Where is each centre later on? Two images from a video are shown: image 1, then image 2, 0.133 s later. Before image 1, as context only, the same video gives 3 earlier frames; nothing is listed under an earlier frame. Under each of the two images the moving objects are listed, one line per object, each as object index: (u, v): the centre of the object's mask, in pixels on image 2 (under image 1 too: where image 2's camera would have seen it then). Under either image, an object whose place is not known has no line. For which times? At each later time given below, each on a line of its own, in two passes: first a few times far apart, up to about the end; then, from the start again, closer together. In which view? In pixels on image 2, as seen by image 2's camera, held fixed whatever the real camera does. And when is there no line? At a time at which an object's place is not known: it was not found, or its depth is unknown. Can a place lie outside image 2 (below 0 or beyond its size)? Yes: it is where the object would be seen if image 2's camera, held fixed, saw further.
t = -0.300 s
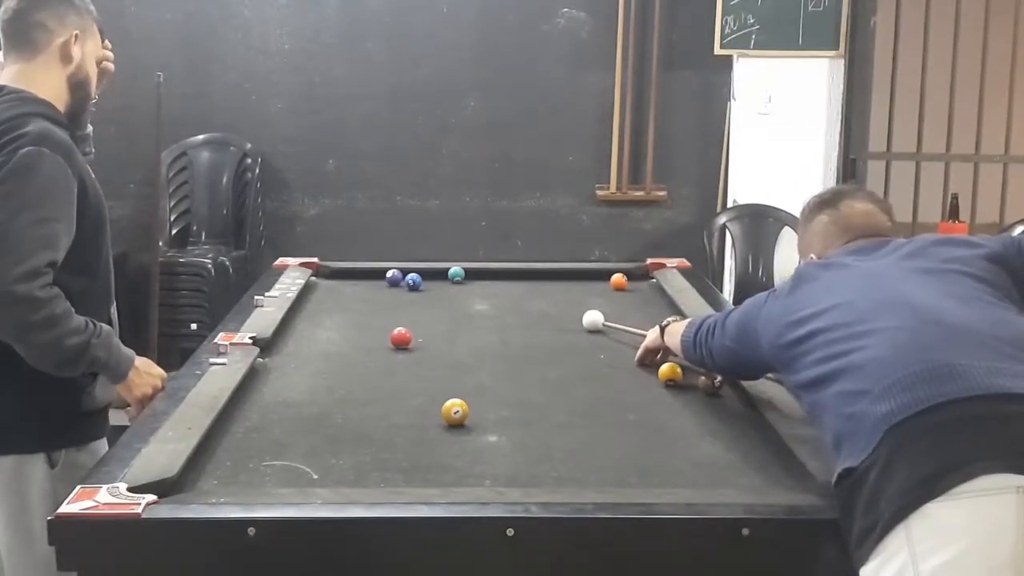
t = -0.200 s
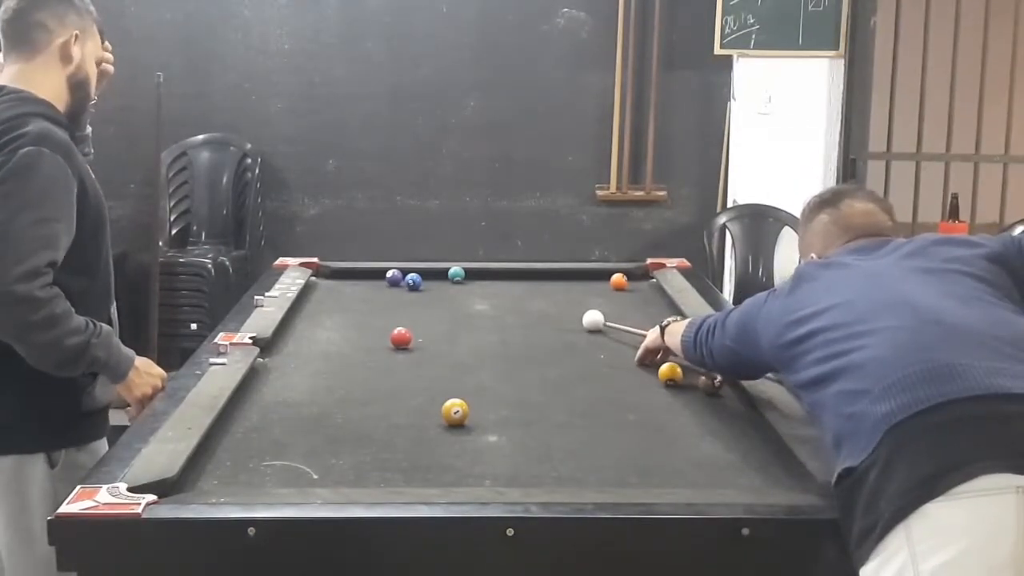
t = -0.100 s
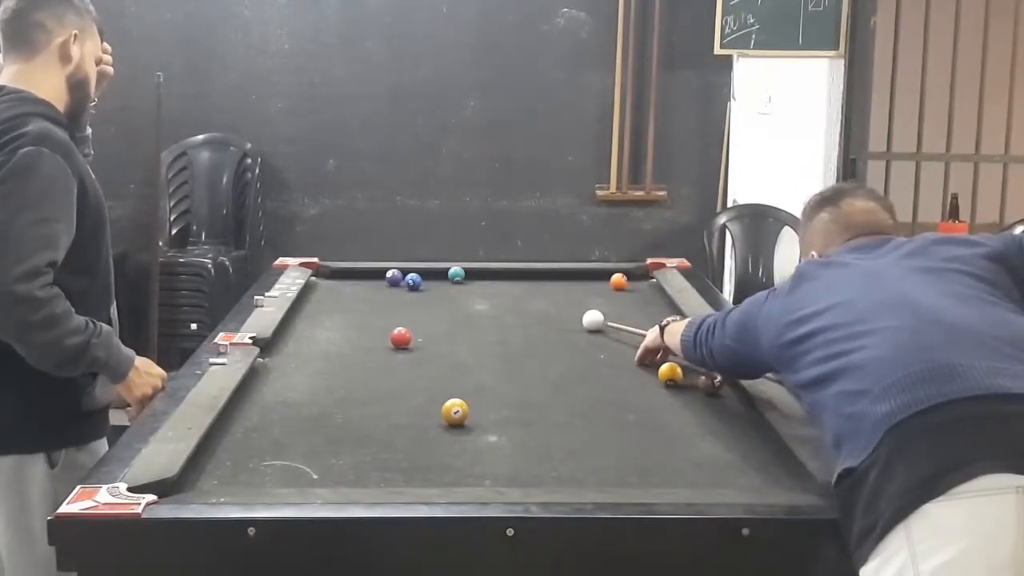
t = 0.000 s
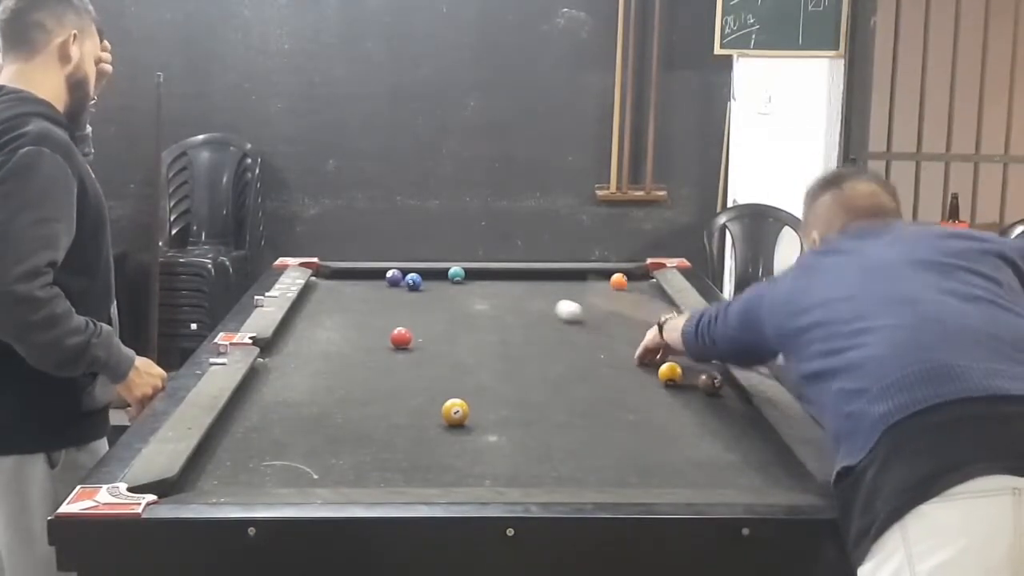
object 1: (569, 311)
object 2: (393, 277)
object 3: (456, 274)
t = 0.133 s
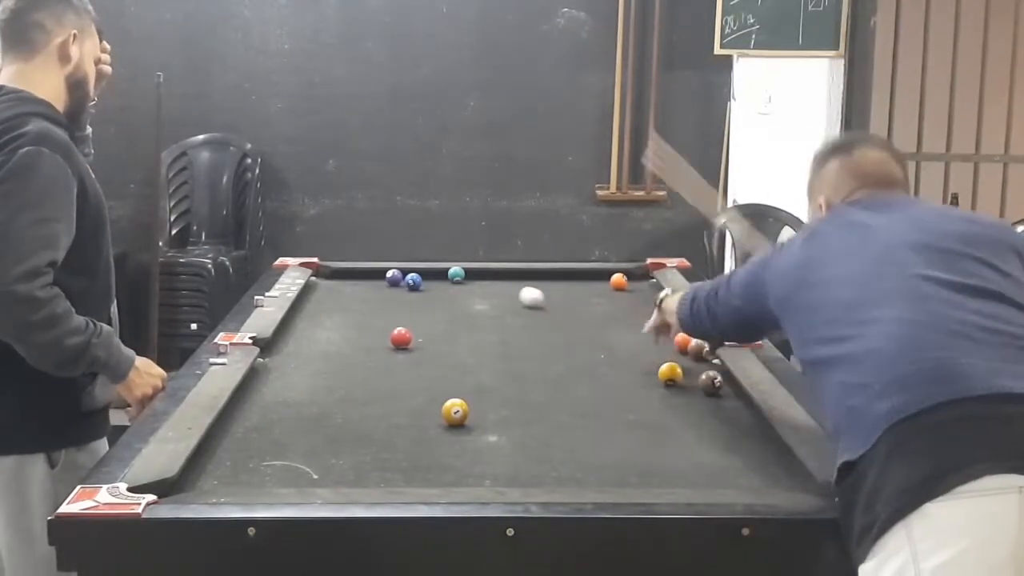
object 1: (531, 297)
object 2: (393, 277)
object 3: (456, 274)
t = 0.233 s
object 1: (507, 288)
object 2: (393, 277)
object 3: (456, 274)
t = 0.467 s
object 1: (475, 274)
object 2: (393, 277)
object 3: (437, 274)
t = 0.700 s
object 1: (478, 282)
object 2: (387, 277)
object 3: (407, 275)
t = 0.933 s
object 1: (480, 291)
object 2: (368, 277)
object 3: (400, 279)
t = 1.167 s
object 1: (481, 299)
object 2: (350, 277)
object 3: (393, 281)
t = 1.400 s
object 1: (482, 308)
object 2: (334, 277)
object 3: (387, 281)
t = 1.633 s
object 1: (484, 316)
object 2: (321, 277)
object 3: (384, 282)
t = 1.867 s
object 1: (485, 325)
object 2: (327, 277)
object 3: (381, 283)
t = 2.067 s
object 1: (486, 332)
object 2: (331, 277)
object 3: (379, 283)
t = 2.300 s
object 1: (487, 341)
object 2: (334, 277)
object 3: (379, 283)
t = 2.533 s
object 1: (487, 350)
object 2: (334, 277)
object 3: (379, 283)
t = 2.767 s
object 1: (487, 358)
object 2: (333, 277)
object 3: (379, 283)
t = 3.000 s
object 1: (487, 366)
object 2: (334, 277)
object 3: (378, 283)
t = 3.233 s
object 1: (486, 373)
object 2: (334, 277)
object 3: (378, 284)
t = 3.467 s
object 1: (486, 379)
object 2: (334, 277)
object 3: (378, 283)
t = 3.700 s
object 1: (485, 386)
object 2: (334, 277)
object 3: (378, 284)
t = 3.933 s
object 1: (484, 391)
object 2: (334, 277)
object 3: (378, 284)
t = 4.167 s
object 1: (482, 395)
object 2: (334, 277)
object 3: (378, 284)
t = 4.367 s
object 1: (480, 398)
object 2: (334, 277)
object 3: (378, 283)
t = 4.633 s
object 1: (479, 401)
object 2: (334, 277)
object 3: (378, 284)
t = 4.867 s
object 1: (479, 403)
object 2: (334, 277)
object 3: (378, 284)
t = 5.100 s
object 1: (480, 404)
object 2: (334, 277)
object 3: (378, 284)
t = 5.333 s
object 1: (480, 405)
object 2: (334, 277)
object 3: (378, 284)
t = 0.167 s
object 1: (523, 294)
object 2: (393, 277)
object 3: (456, 274)
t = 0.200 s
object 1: (515, 291)
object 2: (393, 277)
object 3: (456, 274)
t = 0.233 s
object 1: (507, 288)
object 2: (393, 277)
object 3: (456, 274)
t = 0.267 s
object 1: (499, 285)
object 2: (393, 277)
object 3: (456, 274)
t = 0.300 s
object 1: (491, 282)
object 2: (393, 277)
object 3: (456, 274)
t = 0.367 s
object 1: (477, 276)
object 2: (393, 277)
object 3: (456, 274)
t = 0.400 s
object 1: (473, 274)
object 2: (393, 277)
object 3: (451, 273)
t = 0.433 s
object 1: (474, 273)
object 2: (393, 277)
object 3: (442, 274)
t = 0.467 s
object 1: (475, 274)
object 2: (393, 277)
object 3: (437, 274)
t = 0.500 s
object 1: (476, 276)
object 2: (393, 277)
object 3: (432, 275)
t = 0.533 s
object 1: (477, 277)
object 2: (393, 277)
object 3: (427, 275)
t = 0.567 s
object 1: (477, 278)
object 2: (393, 277)
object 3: (424, 275)
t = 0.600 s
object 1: (477, 279)
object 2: (393, 277)
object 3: (419, 274)
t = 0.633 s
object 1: (477, 280)
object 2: (393, 277)
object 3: (412, 272)
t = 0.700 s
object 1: (478, 282)
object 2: (387, 277)
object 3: (407, 275)
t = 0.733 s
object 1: (478, 284)
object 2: (384, 277)
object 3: (405, 277)
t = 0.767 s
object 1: (478, 285)
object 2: (381, 277)
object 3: (404, 277)
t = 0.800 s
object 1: (478, 286)
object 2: (379, 277)
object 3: (403, 277)
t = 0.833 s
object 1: (479, 287)
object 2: (376, 277)
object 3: (402, 278)
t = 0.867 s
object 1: (479, 288)
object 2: (373, 277)
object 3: (401, 278)
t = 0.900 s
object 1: (479, 290)
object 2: (370, 277)
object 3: (400, 279)
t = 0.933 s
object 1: (480, 291)
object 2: (368, 277)
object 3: (400, 279)
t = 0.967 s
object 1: (480, 292)
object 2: (365, 277)
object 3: (399, 280)
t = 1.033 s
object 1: (480, 294)
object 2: (360, 277)
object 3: (396, 280)
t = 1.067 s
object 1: (481, 295)
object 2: (358, 276)
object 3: (395, 280)
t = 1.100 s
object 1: (481, 297)
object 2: (355, 276)
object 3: (394, 280)
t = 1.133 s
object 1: (481, 298)
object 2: (352, 277)
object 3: (394, 280)
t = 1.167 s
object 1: (481, 299)
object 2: (350, 277)
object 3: (393, 281)
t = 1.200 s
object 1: (481, 300)
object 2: (348, 277)
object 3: (392, 281)
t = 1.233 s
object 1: (482, 302)
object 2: (345, 277)
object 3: (391, 281)
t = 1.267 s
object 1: (482, 303)
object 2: (343, 277)
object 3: (390, 281)
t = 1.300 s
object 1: (482, 304)
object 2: (341, 277)
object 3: (390, 281)
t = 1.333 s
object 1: (482, 305)
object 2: (339, 276)
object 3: (389, 281)
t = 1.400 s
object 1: (482, 308)
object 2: (334, 277)
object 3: (387, 281)
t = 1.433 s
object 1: (483, 309)
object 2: (332, 277)
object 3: (387, 282)
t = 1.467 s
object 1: (483, 310)
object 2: (330, 277)
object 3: (386, 282)
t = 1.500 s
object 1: (483, 312)
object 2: (328, 277)
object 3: (386, 282)
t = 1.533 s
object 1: (483, 313)
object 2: (326, 277)
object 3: (385, 282)
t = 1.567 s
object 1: (483, 314)
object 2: (324, 277)
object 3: (384, 282)
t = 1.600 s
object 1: (484, 315)
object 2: (322, 277)
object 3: (383, 282)
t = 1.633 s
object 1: (484, 316)
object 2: (321, 277)
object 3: (384, 282)
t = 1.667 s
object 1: (484, 317)
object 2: (321, 277)
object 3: (384, 282)
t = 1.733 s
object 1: (485, 319)
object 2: (324, 277)
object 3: (384, 282)
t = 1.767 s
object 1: (485, 320)
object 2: (325, 277)
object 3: (384, 282)
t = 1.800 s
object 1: (485, 322)
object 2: (326, 277)
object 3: (383, 282)
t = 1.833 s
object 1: (485, 324)
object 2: (327, 277)
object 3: (382, 282)
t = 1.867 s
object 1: (485, 325)
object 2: (327, 277)
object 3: (381, 283)
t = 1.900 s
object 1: (485, 326)
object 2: (327, 277)
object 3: (381, 283)
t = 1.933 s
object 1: (485, 328)
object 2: (328, 277)
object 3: (380, 283)
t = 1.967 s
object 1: (485, 329)
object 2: (328, 277)
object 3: (379, 283)
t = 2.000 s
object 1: (486, 330)
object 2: (329, 277)
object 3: (379, 283)
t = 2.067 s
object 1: (486, 332)
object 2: (331, 277)
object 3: (379, 283)
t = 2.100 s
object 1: (486, 334)
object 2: (331, 277)
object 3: (379, 283)
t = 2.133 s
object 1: (486, 335)
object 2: (332, 277)
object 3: (379, 283)
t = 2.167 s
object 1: (486, 336)
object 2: (332, 277)
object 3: (379, 283)
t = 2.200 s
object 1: (486, 338)
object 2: (333, 277)
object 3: (379, 283)
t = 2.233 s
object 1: (486, 339)
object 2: (333, 277)
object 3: (379, 283)
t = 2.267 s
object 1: (486, 340)
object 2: (333, 277)
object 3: (379, 283)
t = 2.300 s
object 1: (487, 341)
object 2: (334, 277)
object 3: (379, 283)
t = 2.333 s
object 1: (486, 342)
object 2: (334, 277)
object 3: (379, 283)
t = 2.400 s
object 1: (487, 345)
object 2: (334, 277)
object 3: (379, 283)
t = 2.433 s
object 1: (487, 346)
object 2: (334, 277)
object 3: (379, 283)
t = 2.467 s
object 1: (487, 347)
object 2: (334, 277)
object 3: (379, 283)
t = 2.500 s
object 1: (487, 349)
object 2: (334, 277)
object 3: (379, 283)
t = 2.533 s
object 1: (487, 350)
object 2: (334, 277)
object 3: (379, 283)
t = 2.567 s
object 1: (487, 351)
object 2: (333, 277)
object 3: (379, 283)
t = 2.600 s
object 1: (487, 352)
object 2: (334, 277)
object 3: (379, 283)
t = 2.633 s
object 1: (487, 353)
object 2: (333, 277)
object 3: (379, 283)
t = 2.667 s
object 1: (487, 355)
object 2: (333, 277)
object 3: (379, 283)
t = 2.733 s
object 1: (487, 357)
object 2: (333, 277)
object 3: (379, 283)
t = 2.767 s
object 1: (487, 358)
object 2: (333, 277)
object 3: (379, 283)
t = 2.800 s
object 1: (487, 359)
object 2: (333, 277)
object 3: (378, 283)
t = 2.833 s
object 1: (487, 360)
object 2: (333, 277)
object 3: (378, 283)
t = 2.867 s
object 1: (487, 361)
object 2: (333, 277)
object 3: (378, 283)
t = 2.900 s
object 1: (487, 362)
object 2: (333, 277)
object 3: (378, 283)
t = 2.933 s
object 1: (487, 364)
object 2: (333, 277)
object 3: (379, 283)
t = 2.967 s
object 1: (487, 365)
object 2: (333, 277)
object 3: (379, 283)
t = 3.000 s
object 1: (487, 366)
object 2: (334, 277)
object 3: (378, 283)
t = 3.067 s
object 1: (487, 368)
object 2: (334, 277)
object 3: (378, 284)
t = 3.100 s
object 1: (487, 369)
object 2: (334, 277)
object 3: (378, 283)
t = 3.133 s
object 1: (487, 370)
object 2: (334, 277)
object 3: (378, 284)
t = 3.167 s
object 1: (486, 371)
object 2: (334, 277)
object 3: (378, 283)
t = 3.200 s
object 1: (486, 372)
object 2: (334, 277)
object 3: (378, 284)
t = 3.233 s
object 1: (486, 373)
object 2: (334, 277)
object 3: (378, 284)
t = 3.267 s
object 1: (486, 374)
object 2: (334, 277)
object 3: (378, 284)
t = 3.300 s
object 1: (486, 375)
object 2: (334, 277)
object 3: (378, 284)
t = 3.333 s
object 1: (486, 376)
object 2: (334, 277)
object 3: (378, 284)
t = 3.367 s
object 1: (486, 377)
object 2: (334, 277)
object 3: (378, 284)
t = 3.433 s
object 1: (486, 379)
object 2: (334, 277)
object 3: (378, 283)
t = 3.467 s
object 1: (486, 379)
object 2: (334, 277)
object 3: (378, 283)
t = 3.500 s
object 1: (486, 380)
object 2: (334, 277)
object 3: (378, 284)
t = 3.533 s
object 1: (486, 381)
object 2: (334, 277)
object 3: (378, 283)
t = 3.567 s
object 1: (485, 382)
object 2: (334, 277)
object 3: (378, 284)
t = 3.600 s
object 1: (485, 383)
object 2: (334, 277)
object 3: (378, 284)
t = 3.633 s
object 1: (485, 384)
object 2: (334, 277)
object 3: (378, 284)
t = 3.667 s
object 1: (485, 385)
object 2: (334, 277)
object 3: (378, 284)
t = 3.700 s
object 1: (485, 386)
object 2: (334, 277)
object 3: (378, 284)
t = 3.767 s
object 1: (485, 387)
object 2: (334, 277)
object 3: (378, 283)
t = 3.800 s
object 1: (485, 388)
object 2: (334, 277)
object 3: (378, 284)
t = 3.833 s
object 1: (484, 389)
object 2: (334, 277)
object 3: (378, 284)
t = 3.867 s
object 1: (484, 389)
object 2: (334, 277)
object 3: (378, 283)
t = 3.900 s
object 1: (484, 390)
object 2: (334, 277)
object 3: (378, 283)
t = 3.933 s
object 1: (484, 391)
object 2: (334, 277)
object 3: (378, 284)
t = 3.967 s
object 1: (484, 391)
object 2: (334, 277)
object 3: (378, 284)
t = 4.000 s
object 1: (483, 392)
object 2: (334, 277)
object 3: (378, 284)
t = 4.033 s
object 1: (483, 393)
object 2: (334, 277)
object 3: (378, 284)
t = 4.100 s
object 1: (482, 394)
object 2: (334, 277)
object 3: (378, 284)
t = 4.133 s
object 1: (482, 395)
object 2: (334, 277)
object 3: (378, 284)
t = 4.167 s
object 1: (482, 395)
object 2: (334, 277)
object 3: (378, 284)
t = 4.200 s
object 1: (482, 396)
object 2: (334, 277)
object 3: (378, 284)
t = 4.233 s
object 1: (481, 397)
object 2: (334, 277)
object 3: (378, 283)
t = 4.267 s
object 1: (481, 397)
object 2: (334, 277)
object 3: (378, 284)
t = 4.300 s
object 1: (481, 398)
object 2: (334, 277)
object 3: (378, 284)
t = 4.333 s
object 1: (480, 398)
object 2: (334, 277)
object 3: (378, 284)
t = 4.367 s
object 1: (480, 398)
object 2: (334, 277)
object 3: (378, 283)
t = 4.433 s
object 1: (480, 399)
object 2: (334, 277)
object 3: (378, 284)
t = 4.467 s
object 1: (479, 400)
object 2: (334, 277)
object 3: (378, 284)
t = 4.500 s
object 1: (479, 400)
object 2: (334, 277)
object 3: (378, 284)
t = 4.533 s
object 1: (479, 400)
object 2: (334, 277)
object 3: (378, 284)
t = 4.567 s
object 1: (479, 401)
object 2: (334, 277)
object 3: (378, 284)
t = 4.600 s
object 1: (479, 401)
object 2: (334, 277)
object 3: (378, 283)
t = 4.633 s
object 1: (479, 401)
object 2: (334, 277)
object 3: (378, 284)
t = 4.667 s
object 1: (479, 402)
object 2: (334, 277)
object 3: (378, 284)
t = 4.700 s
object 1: (479, 402)
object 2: (334, 277)
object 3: (378, 284)
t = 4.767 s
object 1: (479, 403)
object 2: (334, 277)
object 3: (378, 284)
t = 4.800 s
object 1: (479, 403)
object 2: (334, 277)
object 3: (378, 284)
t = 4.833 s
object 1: (479, 403)
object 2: (334, 277)
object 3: (378, 284)
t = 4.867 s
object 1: (479, 403)
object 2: (334, 277)
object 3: (378, 284)
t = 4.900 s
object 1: (479, 404)
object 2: (334, 277)
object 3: (378, 284)
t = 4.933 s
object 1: (479, 404)
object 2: (334, 277)
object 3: (378, 283)
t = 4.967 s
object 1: (479, 404)
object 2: (334, 277)
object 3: (378, 284)
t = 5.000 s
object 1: (479, 404)
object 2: (334, 277)
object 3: (378, 283)
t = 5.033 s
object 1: (479, 404)
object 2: (334, 277)
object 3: (378, 284)
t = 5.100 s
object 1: (480, 404)
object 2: (334, 277)
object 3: (378, 284)
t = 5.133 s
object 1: (480, 405)
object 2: (334, 277)
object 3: (378, 284)
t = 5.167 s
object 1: (480, 405)
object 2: (334, 277)
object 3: (378, 284)
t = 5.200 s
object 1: (480, 405)
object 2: (334, 277)
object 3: (378, 284)
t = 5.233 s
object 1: (480, 405)
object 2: (334, 277)
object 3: (378, 284)
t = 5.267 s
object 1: (480, 405)
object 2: (334, 277)
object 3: (378, 284)
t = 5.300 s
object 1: (480, 405)
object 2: (334, 277)
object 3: (378, 284)
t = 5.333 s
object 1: (480, 405)
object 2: (334, 277)
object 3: (378, 284)
